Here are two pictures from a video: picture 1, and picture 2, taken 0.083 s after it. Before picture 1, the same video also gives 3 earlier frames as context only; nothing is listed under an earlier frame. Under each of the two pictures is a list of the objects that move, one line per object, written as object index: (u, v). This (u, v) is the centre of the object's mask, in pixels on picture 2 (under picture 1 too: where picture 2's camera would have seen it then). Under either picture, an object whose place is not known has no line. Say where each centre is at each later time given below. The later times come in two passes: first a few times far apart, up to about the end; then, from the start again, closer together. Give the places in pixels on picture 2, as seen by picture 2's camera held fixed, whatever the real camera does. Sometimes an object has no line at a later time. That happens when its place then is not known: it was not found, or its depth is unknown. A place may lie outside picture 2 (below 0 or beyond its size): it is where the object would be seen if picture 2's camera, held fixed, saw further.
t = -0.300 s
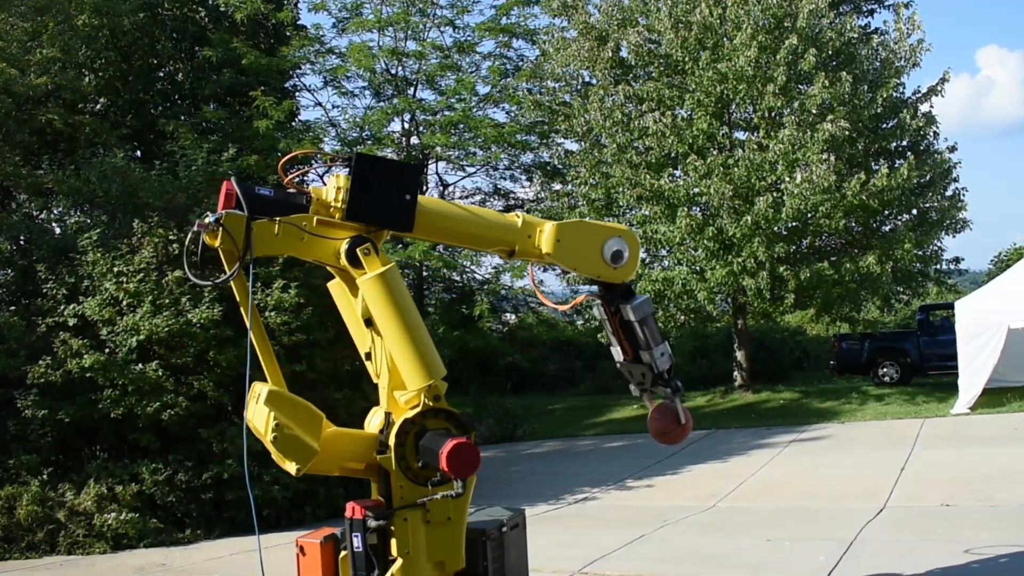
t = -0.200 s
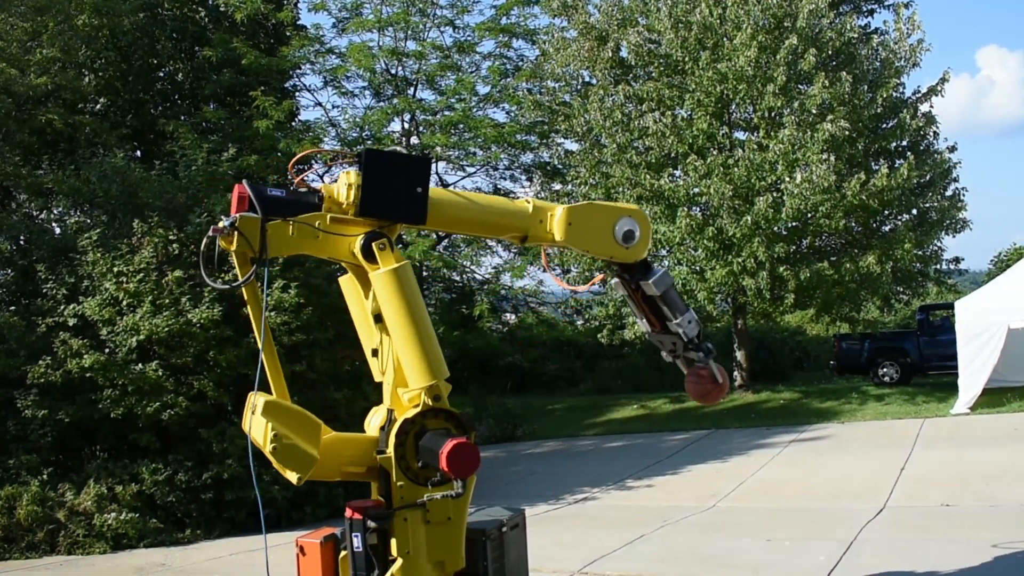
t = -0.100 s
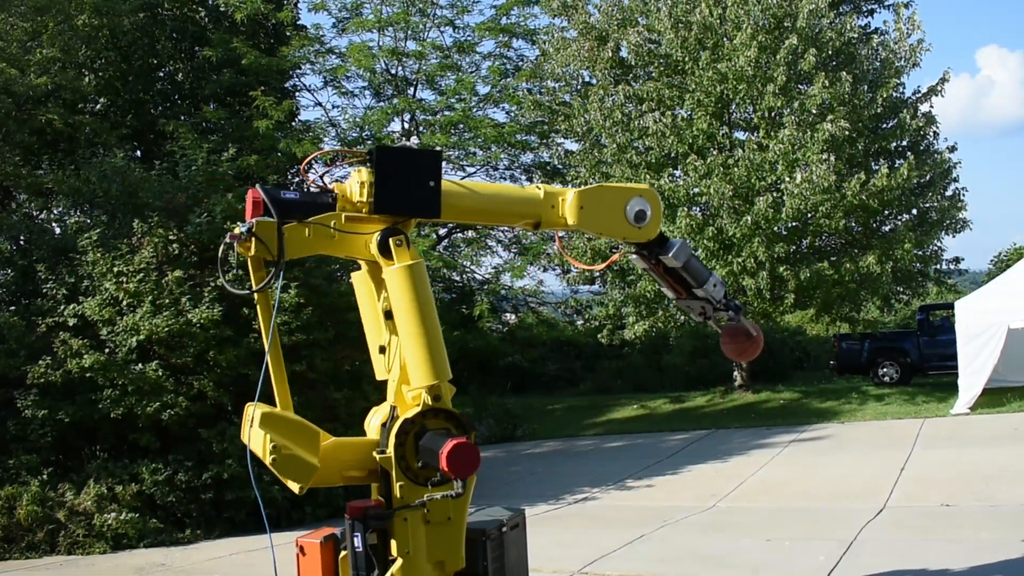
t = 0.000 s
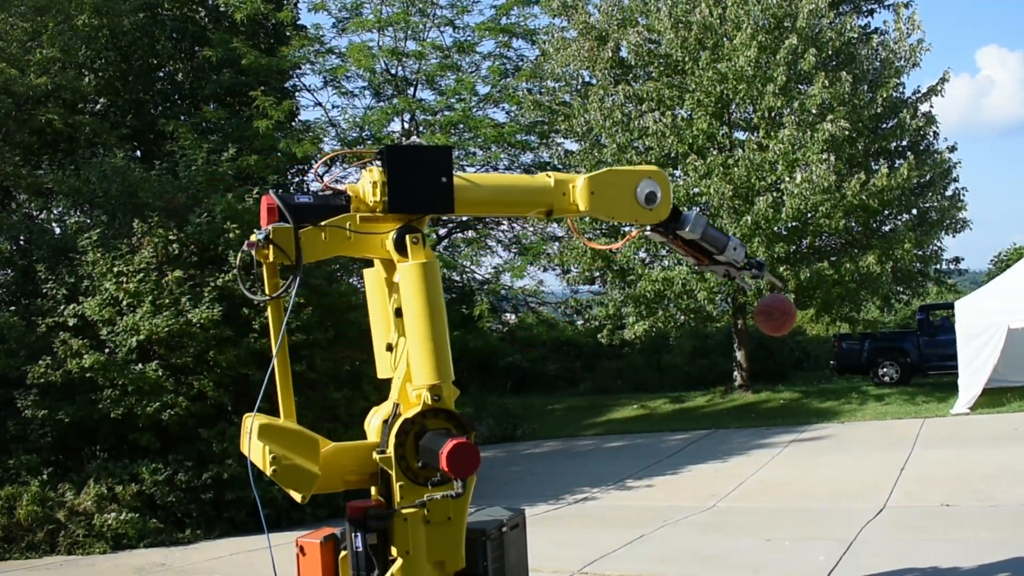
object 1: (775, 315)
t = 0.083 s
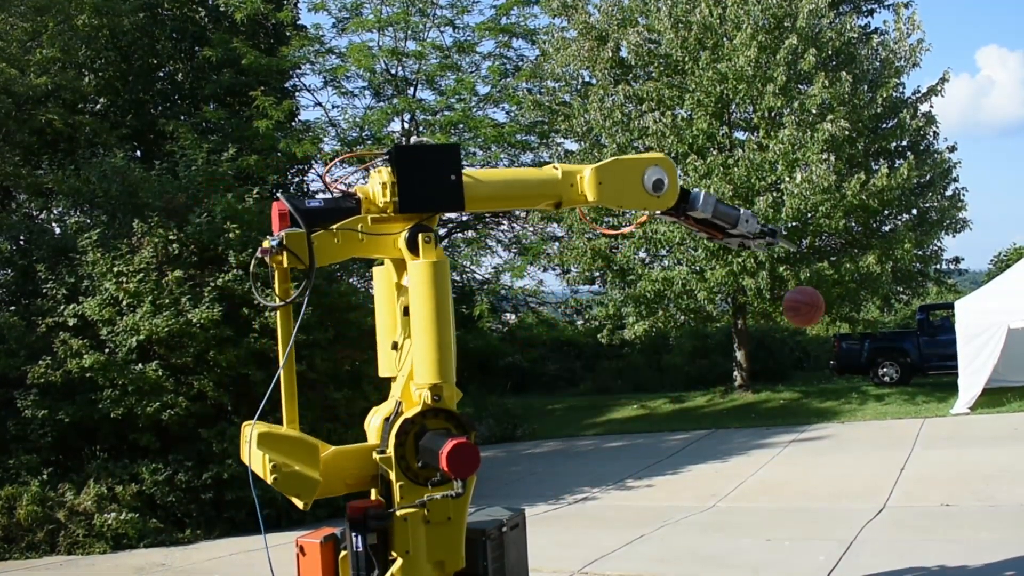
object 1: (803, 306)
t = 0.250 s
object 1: (858, 326)
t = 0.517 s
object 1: (942, 445)
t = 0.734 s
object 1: (990, 504)
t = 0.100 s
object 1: (809, 306)
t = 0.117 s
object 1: (814, 307)
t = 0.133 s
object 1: (820, 307)
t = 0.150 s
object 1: (825, 308)
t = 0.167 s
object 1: (831, 310)
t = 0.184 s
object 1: (836, 312)
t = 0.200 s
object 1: (842, 315)
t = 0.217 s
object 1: (847, 318)
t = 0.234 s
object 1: (852, 322)
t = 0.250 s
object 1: (858, 326)
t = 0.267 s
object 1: (863, 330)
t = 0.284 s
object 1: (869, 335)
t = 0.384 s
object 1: (901, 372)
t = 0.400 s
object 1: (906, 380)
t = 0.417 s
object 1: (911, 388)
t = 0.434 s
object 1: (916, 397)
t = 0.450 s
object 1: (921, 405)
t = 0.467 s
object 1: (927, 414)
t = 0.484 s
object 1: (932, 424)
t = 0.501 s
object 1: (937, 435)
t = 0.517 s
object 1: (942, 445)
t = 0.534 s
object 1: (947, 456)
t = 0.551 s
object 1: (952, 467)
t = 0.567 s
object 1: (957, 479)
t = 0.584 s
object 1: (962, 491)
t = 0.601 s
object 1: (967, 503)
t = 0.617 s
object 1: (972, 516)
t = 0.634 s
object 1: (976, 528)
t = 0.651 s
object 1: (981, 542)
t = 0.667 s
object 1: (984, 547)
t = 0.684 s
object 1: (986, 536)
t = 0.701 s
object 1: (988, 525)
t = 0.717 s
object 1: (989, 514)
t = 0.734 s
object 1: (990, 504)
